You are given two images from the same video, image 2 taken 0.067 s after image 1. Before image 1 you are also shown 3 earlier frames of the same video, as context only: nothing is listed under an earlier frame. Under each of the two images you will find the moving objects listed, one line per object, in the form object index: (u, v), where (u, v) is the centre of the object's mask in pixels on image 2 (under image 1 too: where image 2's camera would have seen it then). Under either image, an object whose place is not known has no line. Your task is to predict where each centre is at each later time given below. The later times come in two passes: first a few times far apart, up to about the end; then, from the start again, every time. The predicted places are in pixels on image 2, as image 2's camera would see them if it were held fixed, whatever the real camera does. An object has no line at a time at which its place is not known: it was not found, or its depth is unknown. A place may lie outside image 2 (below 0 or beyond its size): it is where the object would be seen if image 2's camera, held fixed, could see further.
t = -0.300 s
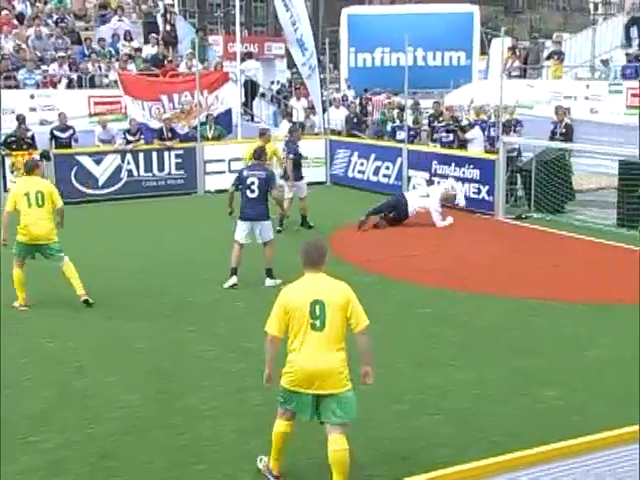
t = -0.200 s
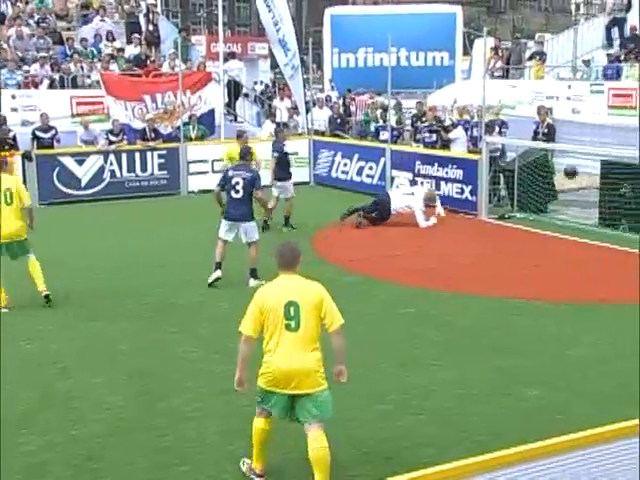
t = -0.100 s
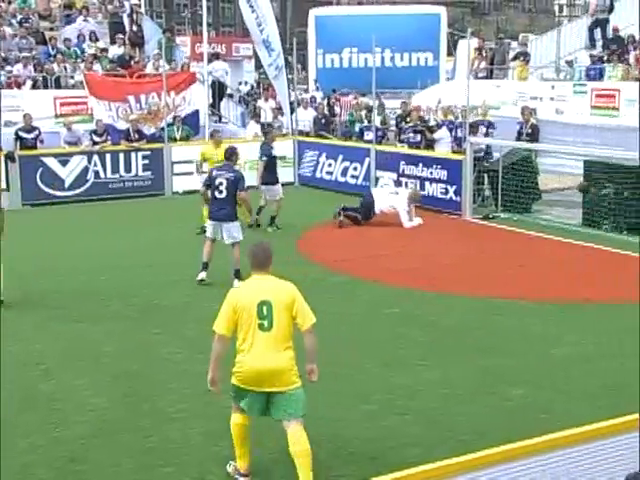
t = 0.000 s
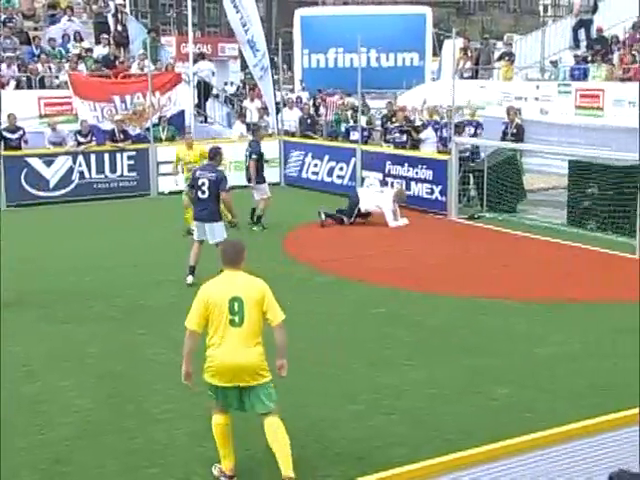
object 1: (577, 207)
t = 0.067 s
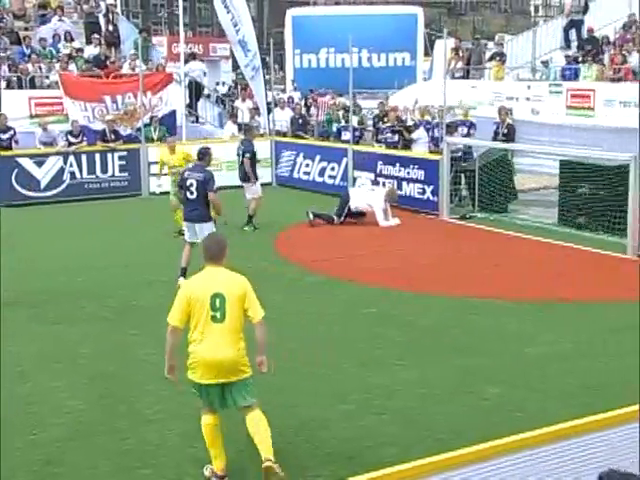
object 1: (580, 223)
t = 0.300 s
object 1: (570, 219)
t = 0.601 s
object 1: (541, 230)
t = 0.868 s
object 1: (522, 234)
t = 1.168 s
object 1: (501, 237)
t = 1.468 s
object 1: (482, 239)
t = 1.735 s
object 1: (466, 242)
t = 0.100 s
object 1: (583, 224)
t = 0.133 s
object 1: (579, 221)
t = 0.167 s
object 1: (574, 219)
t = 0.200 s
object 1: (573, 219)
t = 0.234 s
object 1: (573, 218)
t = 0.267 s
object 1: (572, 218)
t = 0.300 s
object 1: (570, 219)
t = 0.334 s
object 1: (563, 220)
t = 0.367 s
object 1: (560, 222)
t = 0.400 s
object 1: (555, 225)
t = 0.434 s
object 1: (554, 229)
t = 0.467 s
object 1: (552, 230)
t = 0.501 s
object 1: (549, 230)
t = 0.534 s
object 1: (546, 229)
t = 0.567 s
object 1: (544, 229)
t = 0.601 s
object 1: (541, 230)
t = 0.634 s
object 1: (539, 231)
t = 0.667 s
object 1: (536, 233)
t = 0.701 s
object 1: (533, 233)
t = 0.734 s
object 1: (531, 233)
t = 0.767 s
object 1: (529, 234)
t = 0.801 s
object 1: (527, 235)
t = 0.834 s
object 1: (524, 234)
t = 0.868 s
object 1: (522, 234)
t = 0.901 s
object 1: (519, 234)
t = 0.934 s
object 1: (517, 234)
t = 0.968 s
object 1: (515, 235)
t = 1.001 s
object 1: (512, 235)
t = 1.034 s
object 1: (509, 236)
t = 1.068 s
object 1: (507, 237)
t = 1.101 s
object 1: (505, 237)
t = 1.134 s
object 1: (503, 238)
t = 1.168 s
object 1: (501, 237)
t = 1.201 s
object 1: (498, 238)
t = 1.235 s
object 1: (496, 238)
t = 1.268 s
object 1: (494, 238)
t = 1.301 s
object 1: (491, 238)
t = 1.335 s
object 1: (490, 239)
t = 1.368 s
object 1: (488, 238)
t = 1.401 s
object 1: (486, 239)
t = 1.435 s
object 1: (484, 240)
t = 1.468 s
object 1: (482, 239)
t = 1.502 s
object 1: (480, 240)
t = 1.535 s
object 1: (478, 240)
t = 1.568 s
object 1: (476, 241)
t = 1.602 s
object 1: (474, 241)
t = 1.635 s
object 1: (472, 241)
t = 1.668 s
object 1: (470, 241)
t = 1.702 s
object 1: (468, 242)
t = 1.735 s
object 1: (466, 242)
